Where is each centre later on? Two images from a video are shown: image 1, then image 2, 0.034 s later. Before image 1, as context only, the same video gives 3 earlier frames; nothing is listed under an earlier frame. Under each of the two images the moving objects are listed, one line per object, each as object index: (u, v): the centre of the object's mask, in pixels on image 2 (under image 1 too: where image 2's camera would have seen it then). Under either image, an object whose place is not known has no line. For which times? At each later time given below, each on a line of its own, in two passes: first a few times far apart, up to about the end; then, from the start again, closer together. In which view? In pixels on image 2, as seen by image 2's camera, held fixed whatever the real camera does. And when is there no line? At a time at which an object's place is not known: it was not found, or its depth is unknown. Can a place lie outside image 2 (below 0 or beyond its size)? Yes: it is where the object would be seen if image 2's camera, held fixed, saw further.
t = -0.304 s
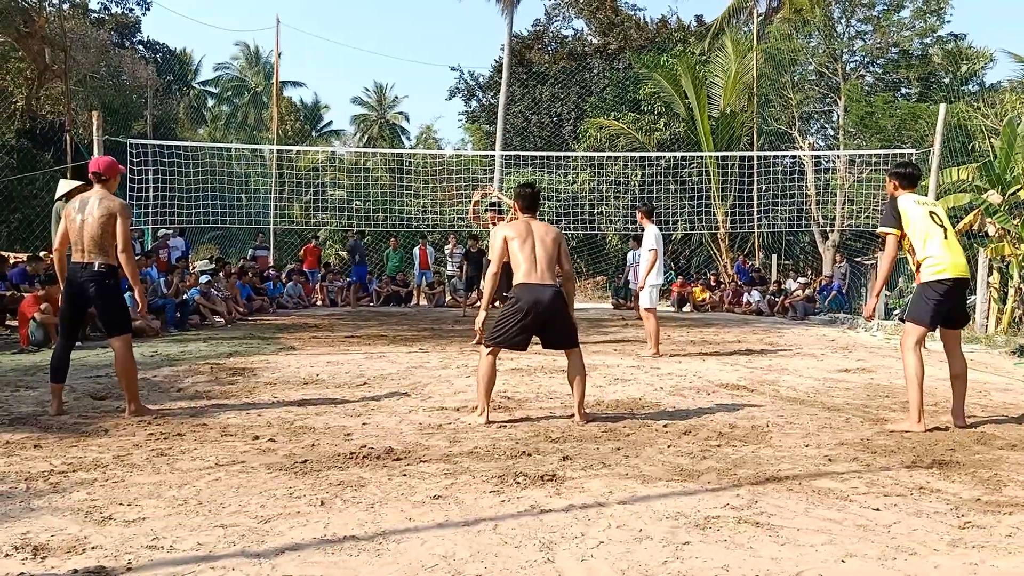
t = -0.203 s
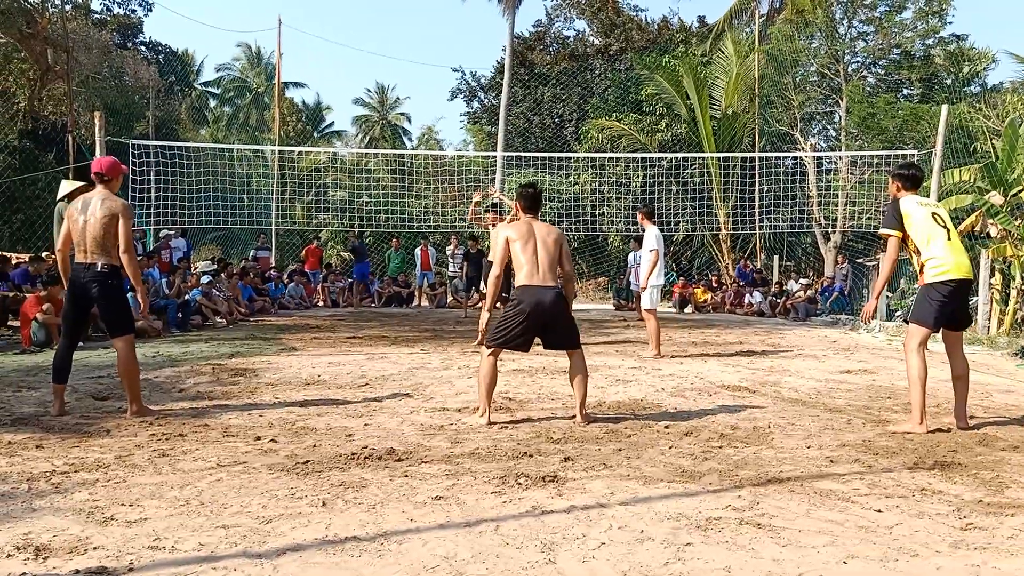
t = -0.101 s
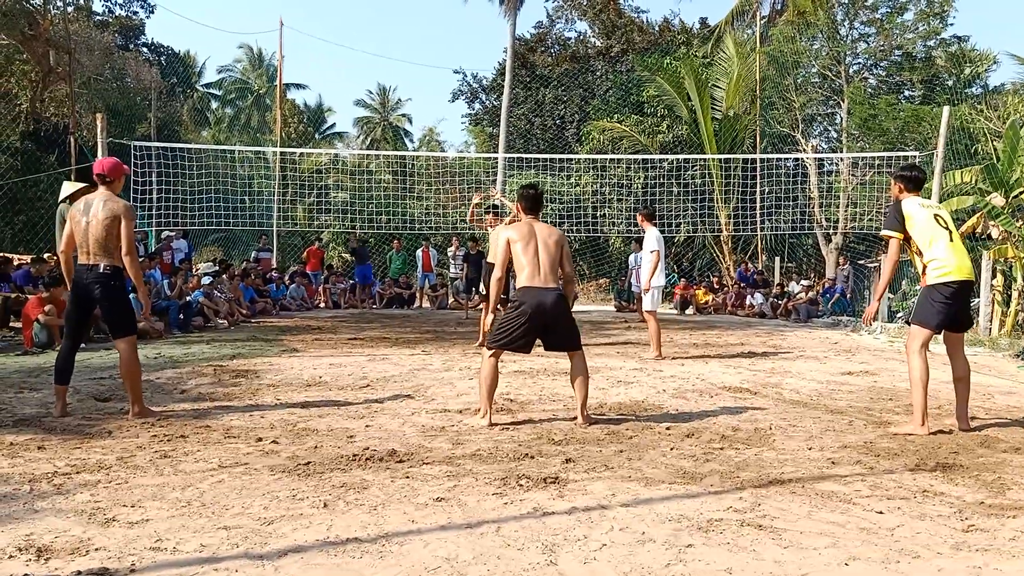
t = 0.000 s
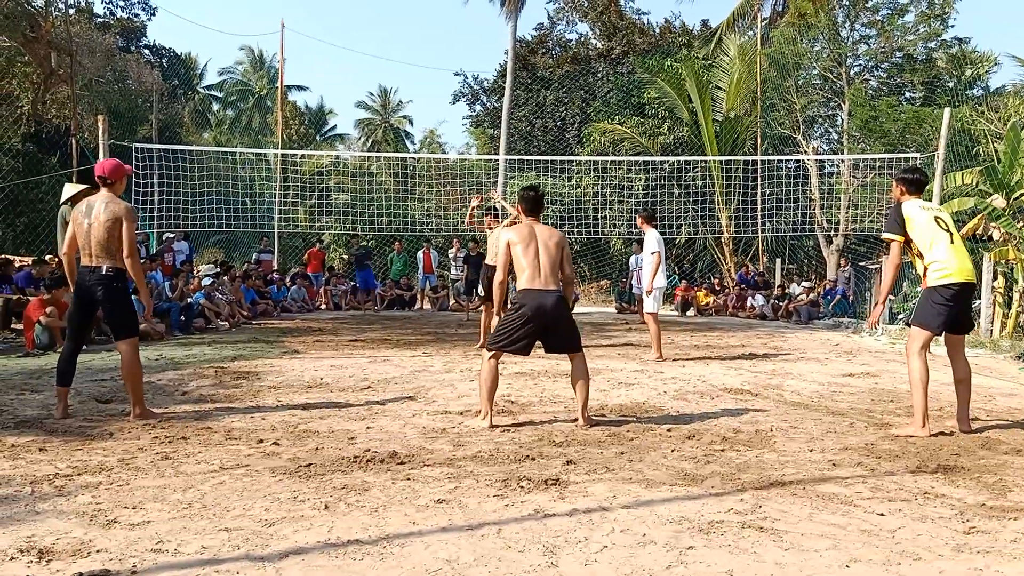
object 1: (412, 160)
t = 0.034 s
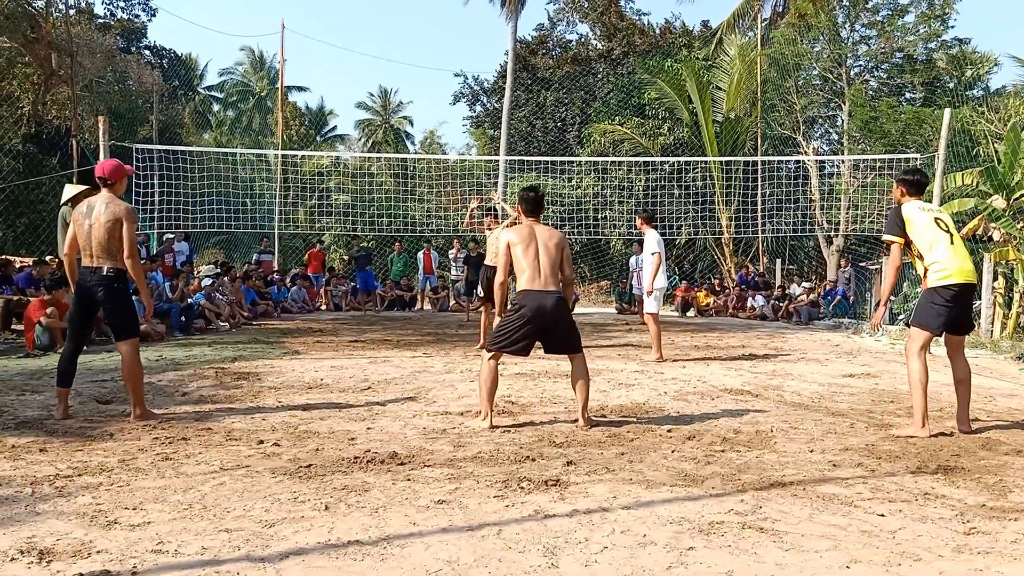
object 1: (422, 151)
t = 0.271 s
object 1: (493, 127)
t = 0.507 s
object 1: (595, 145)
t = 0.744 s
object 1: (767, 260)
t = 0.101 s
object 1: (441, 144)
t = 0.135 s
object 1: (451, 139)
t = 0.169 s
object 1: (461, 136)
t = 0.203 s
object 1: (471, 132)
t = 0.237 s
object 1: (482, 129)
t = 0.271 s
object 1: (493, 127)
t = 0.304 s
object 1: (505, 127)
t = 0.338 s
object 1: (519, 126)
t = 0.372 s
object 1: (532, 128)
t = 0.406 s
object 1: (547, 129)
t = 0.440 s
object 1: (562, 133)
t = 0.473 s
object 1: (578, 138)
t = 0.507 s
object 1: (595, 145)
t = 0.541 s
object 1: (614, 153)
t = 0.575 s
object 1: (634, 164)
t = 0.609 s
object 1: (656, 177)
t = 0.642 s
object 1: (680, 193)
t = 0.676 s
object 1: (706, 211)
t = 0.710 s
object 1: (735, 234)
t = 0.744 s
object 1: (767, 260)
